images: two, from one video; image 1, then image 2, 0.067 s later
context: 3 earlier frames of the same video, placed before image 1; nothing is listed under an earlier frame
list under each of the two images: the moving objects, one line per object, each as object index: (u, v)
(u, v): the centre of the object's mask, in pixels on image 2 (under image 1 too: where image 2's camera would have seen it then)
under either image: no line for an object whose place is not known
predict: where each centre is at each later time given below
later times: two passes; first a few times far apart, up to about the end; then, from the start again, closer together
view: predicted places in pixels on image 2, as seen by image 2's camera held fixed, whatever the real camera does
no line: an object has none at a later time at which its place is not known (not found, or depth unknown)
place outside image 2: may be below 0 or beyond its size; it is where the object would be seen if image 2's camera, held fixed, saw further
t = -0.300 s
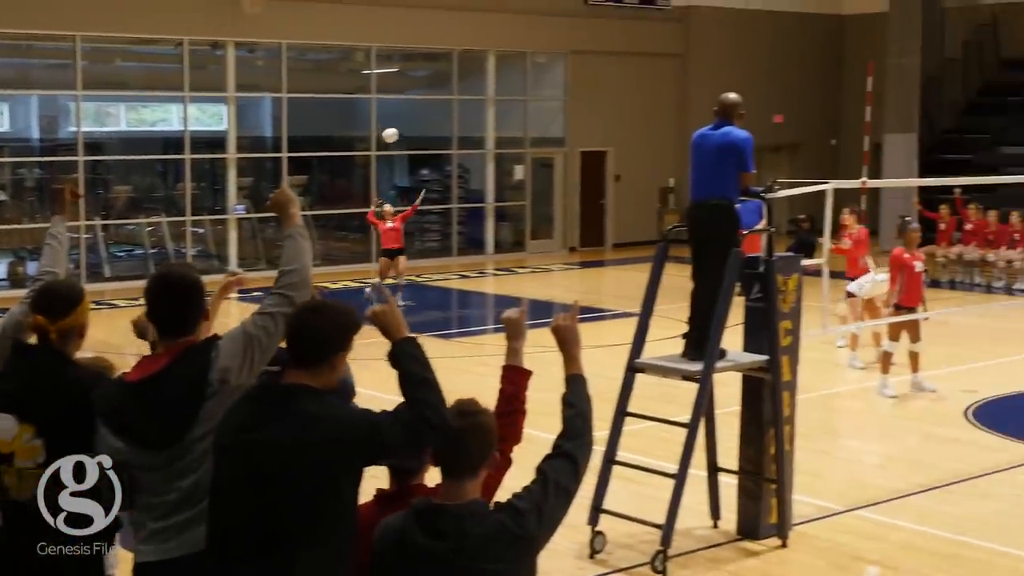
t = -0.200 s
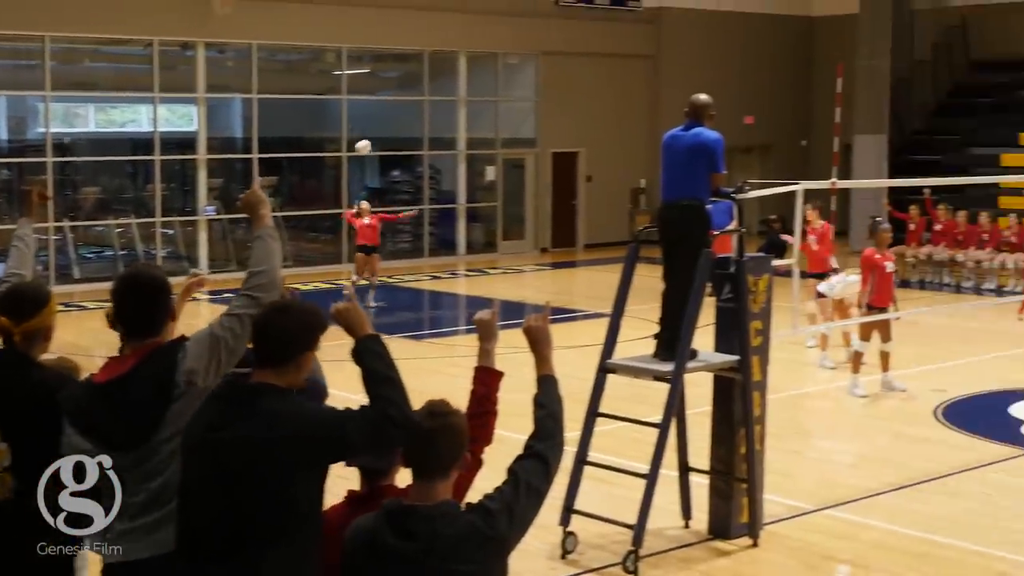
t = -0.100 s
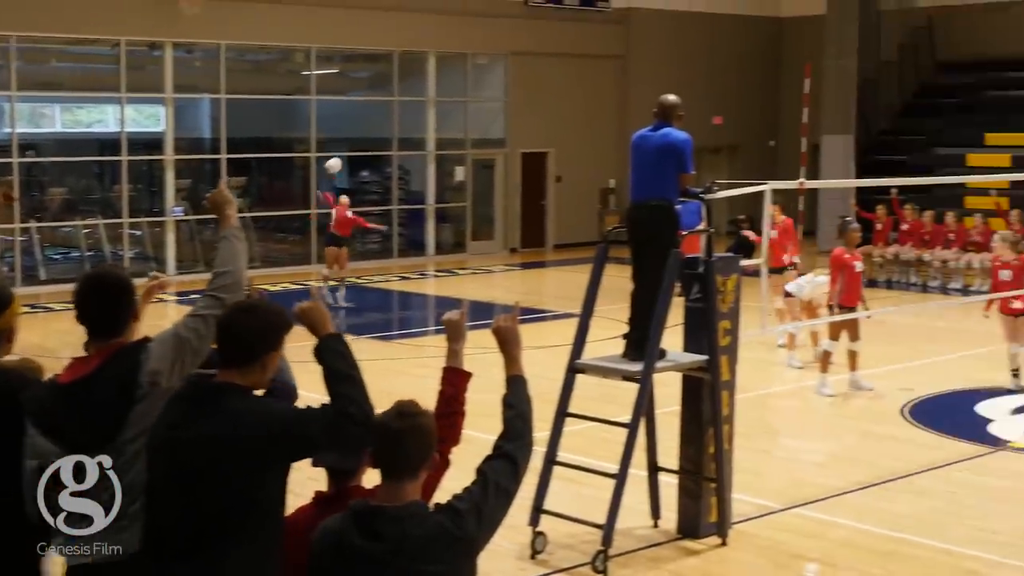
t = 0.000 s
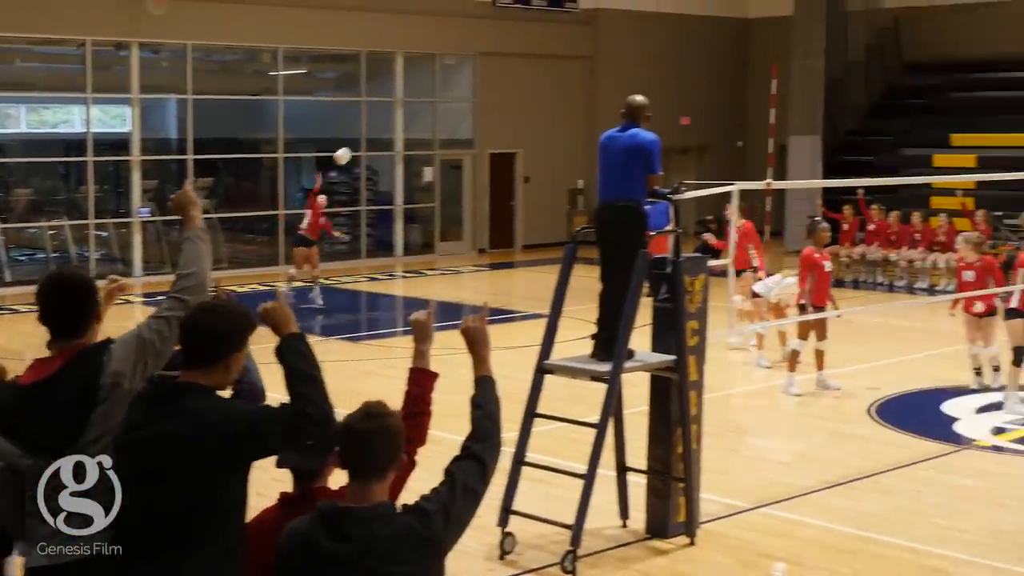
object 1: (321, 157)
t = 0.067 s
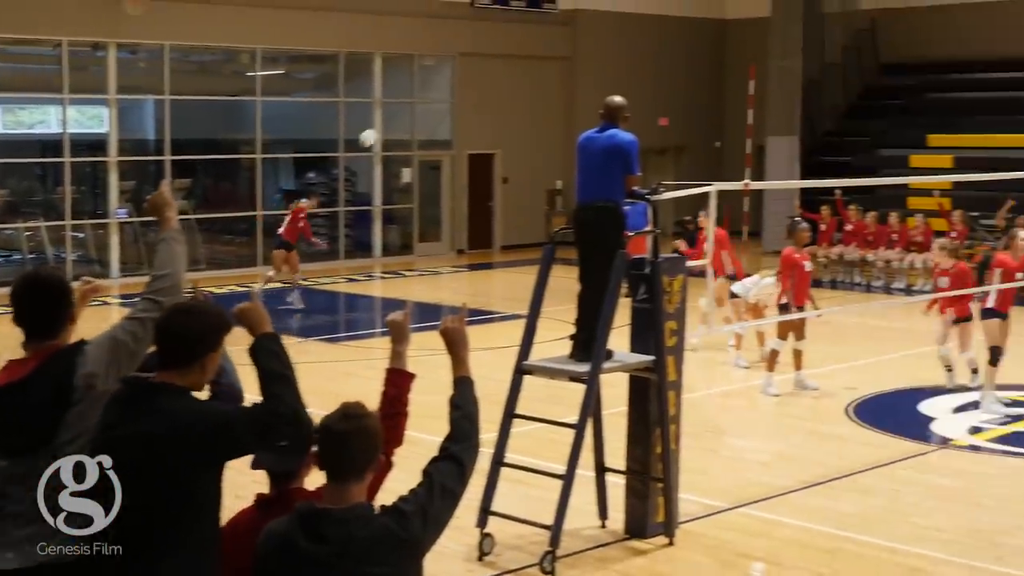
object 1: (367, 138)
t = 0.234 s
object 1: (495, 98)
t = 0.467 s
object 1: (704, 74)
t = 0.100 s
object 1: (393, 129)
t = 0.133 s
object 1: (418, 120)
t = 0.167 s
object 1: (443, 112)
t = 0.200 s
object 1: (469, 105)
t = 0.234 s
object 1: (495, 98)
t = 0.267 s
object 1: (523, 92)
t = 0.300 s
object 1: (551, 87)
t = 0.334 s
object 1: (584, 85)
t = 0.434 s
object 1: (672, 75)
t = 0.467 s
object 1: (704, 74)
